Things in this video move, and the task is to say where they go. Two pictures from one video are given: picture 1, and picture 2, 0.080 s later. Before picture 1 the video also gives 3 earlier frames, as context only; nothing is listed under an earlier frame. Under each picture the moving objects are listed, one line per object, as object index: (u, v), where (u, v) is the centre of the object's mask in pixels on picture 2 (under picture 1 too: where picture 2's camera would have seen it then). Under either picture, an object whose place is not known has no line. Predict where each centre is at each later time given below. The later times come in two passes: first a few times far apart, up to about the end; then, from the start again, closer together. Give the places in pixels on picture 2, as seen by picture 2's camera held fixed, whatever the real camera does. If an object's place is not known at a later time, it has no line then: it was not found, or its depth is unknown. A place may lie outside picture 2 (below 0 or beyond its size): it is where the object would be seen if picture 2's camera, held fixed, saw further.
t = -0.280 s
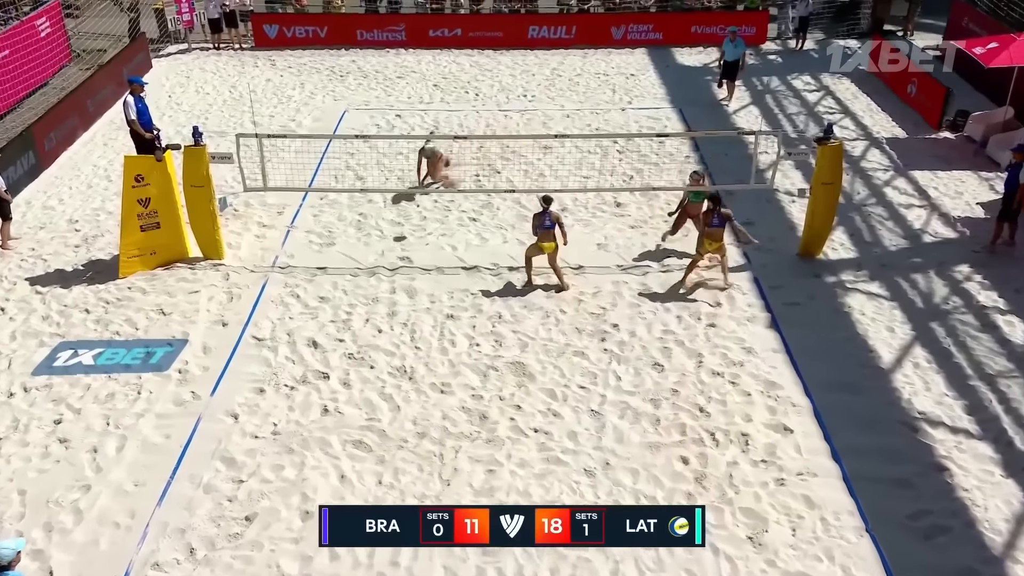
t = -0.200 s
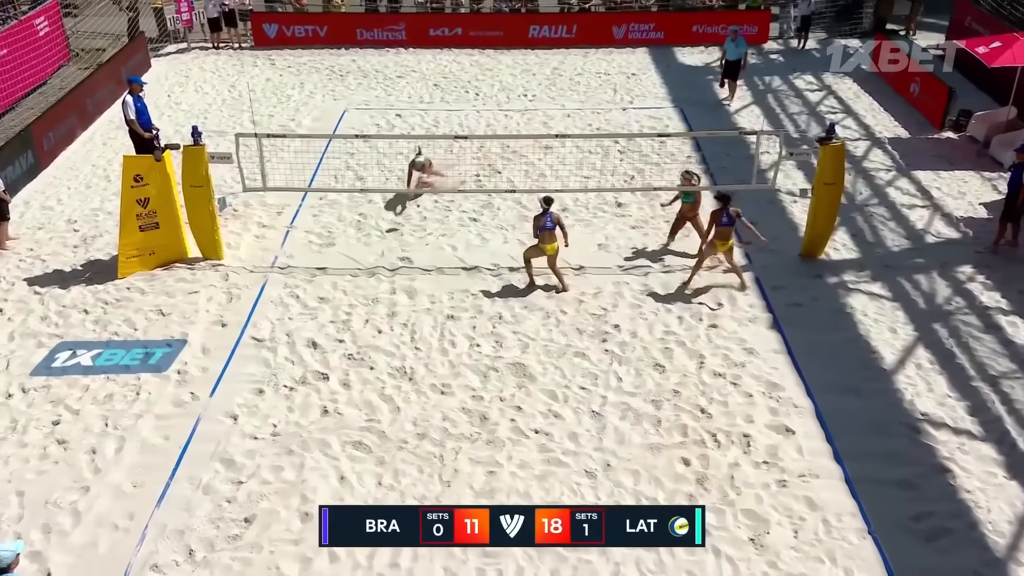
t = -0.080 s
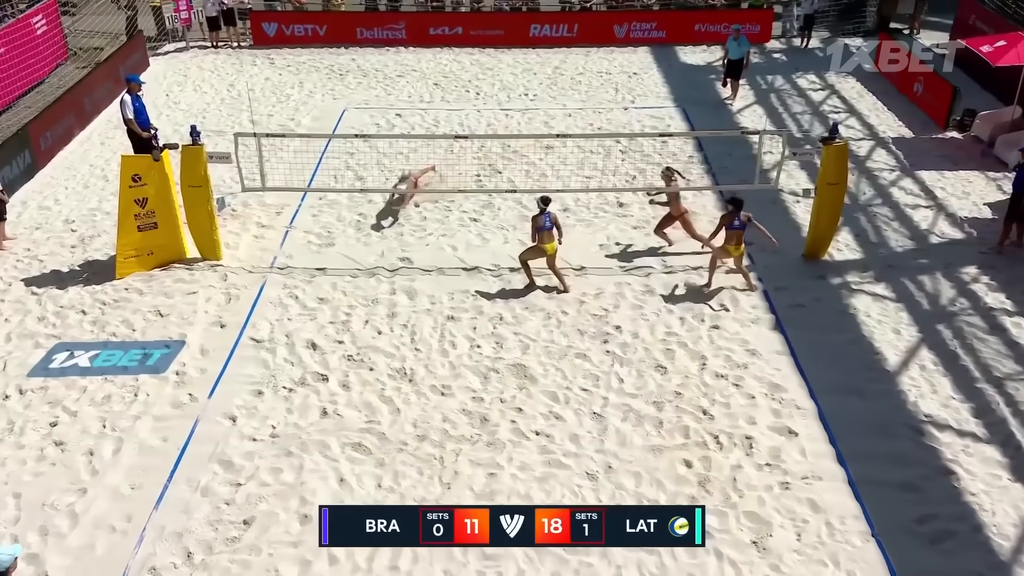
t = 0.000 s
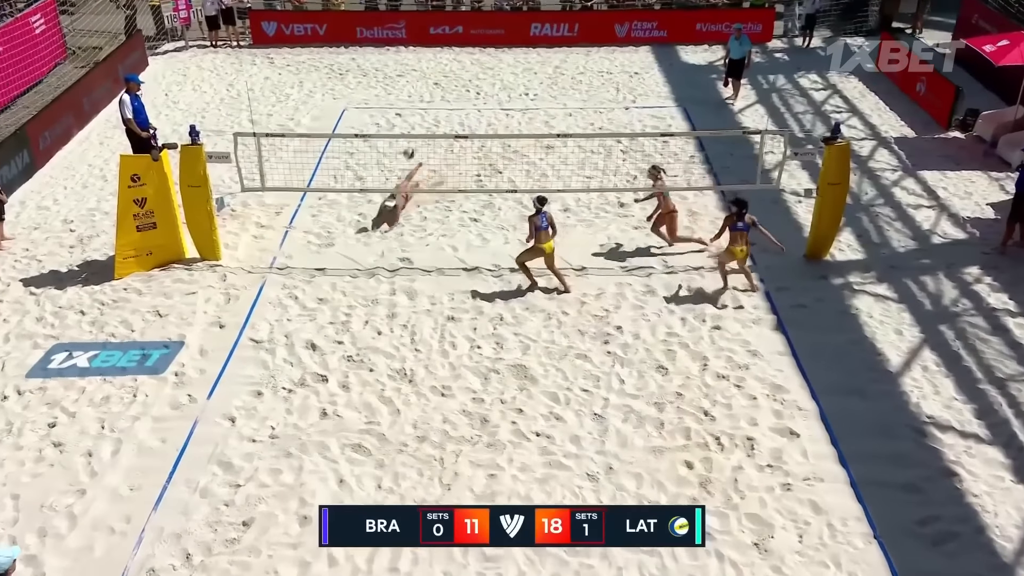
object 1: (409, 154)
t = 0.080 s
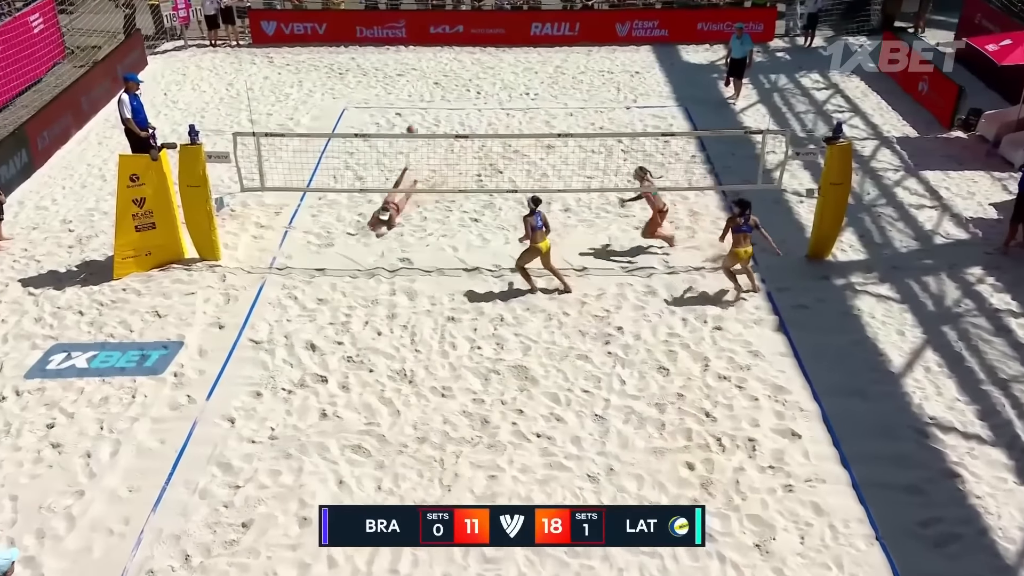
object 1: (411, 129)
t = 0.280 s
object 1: (420, 88)
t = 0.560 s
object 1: (434, 65)
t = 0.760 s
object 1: (446, 76)
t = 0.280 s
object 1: (420, 88)
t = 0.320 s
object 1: (422, 83)
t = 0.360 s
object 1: (424, 77)
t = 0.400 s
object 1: (426, 73)
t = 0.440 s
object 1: (428, 70)
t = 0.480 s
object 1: (430, 67)
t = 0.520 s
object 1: (432, 66)
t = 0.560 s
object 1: (434, 65)
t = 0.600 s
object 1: (436, 66)
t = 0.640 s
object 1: (439, 66)
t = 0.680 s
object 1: (441, 69)
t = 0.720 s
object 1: (443, 72)
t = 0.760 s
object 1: (446, 76)
